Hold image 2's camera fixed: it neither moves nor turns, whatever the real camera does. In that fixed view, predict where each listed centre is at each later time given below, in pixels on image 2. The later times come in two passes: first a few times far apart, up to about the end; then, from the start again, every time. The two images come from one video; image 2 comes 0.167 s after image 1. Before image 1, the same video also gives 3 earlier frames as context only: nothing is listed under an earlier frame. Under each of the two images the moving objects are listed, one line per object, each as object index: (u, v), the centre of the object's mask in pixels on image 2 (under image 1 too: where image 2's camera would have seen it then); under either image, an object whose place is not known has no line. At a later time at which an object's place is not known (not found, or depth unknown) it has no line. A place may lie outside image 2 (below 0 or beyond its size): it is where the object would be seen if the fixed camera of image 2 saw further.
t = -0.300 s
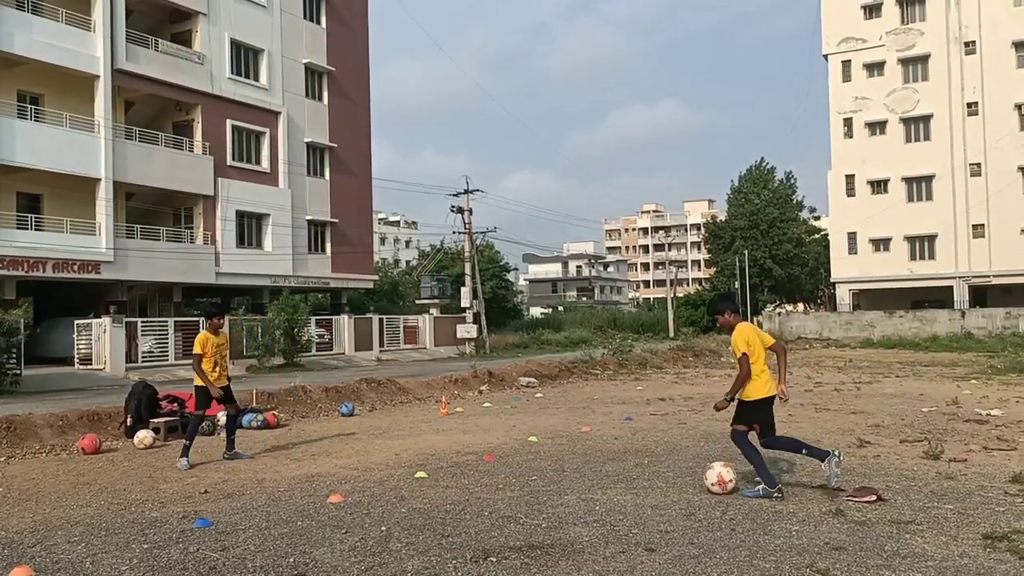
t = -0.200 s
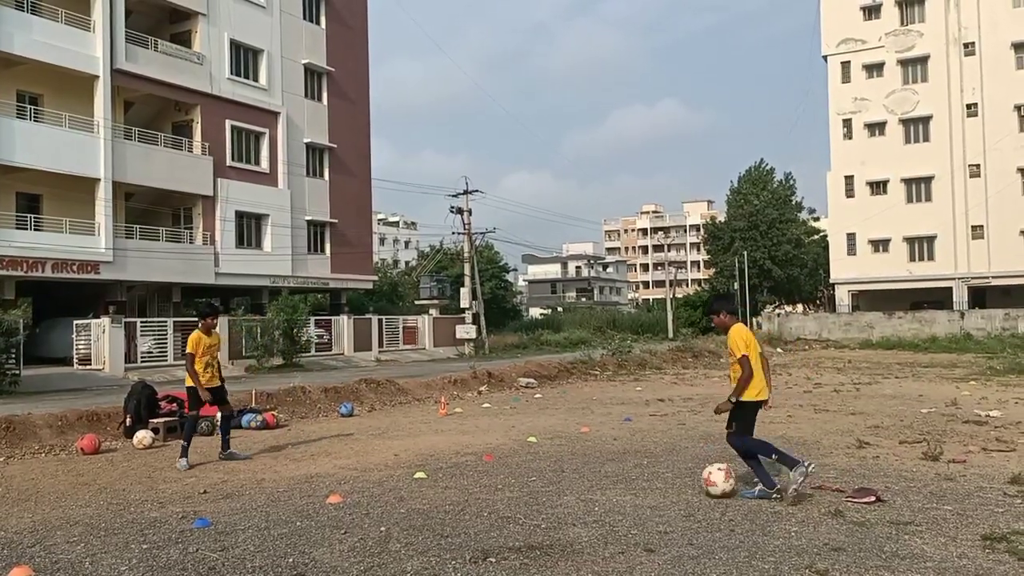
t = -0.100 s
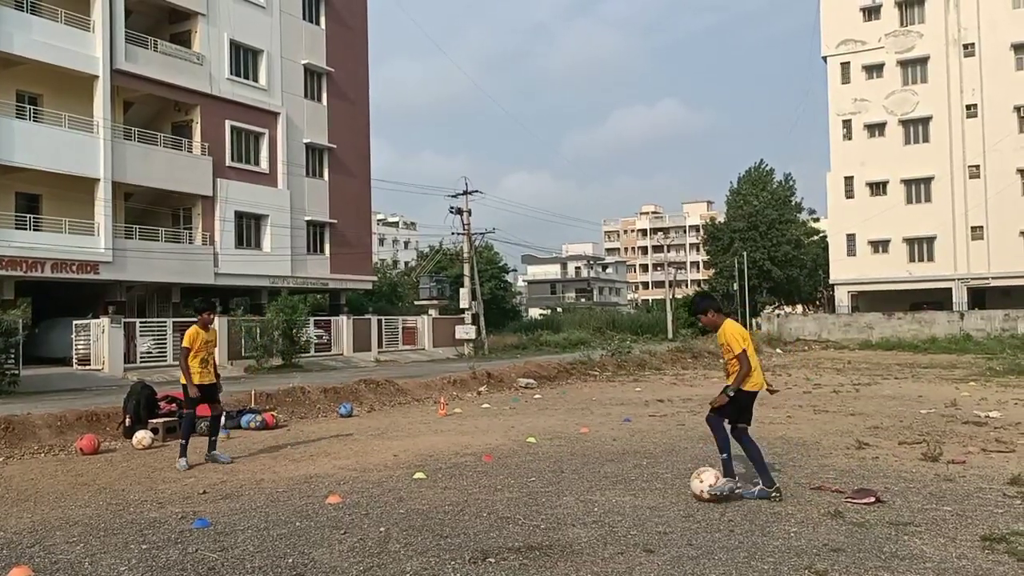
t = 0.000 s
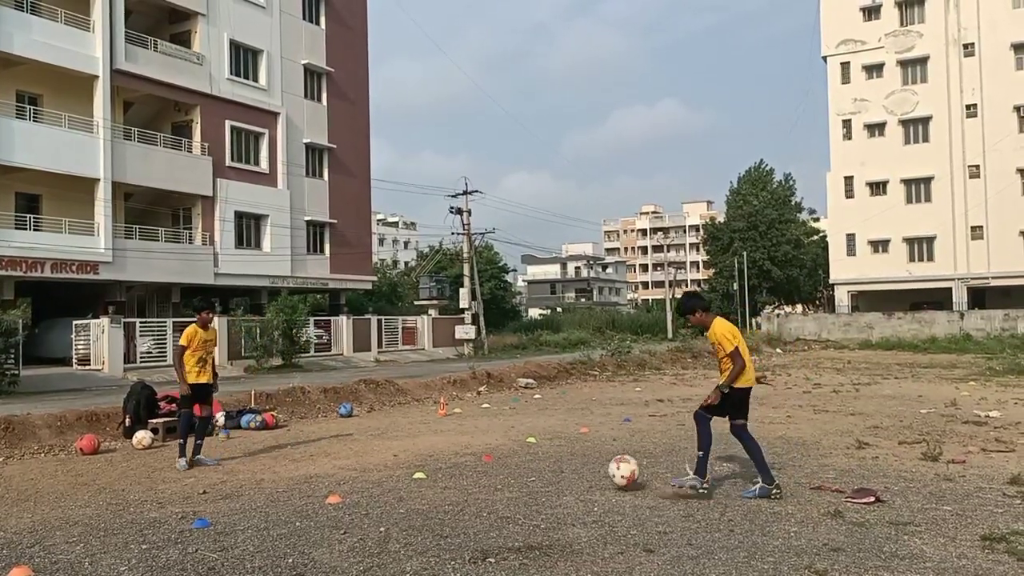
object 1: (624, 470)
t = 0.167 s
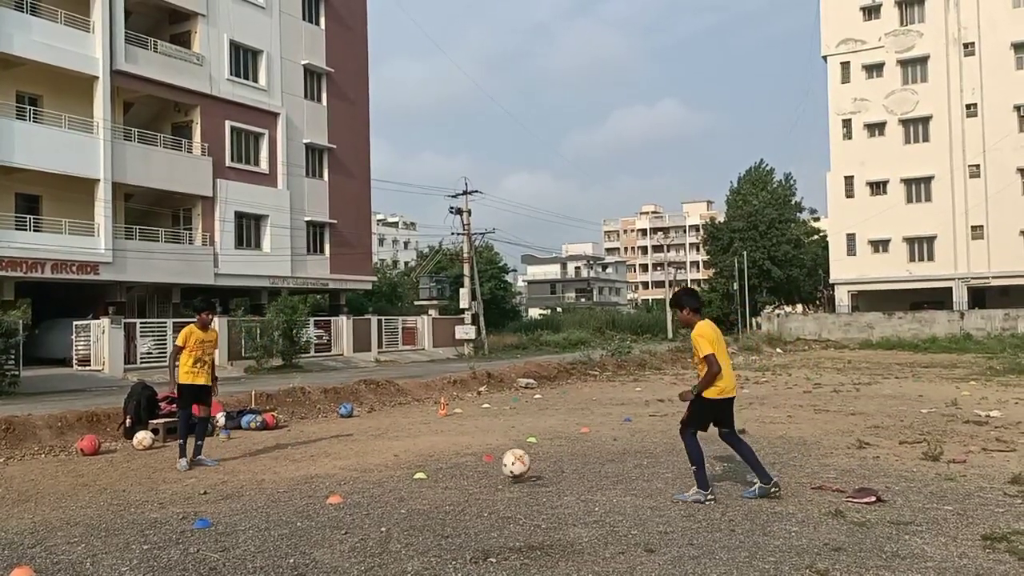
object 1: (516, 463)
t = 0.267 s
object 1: (467, 452)
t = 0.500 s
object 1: (369, 461)
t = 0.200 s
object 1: (499, 458)
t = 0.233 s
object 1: (483, 454)
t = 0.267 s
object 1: (467, 452)
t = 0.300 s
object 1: (451, 452)
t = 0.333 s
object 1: (436, 452)
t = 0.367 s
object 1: (422, 456)
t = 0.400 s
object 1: (408, 460)
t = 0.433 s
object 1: (394, 464)
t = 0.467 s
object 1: (382, 461)
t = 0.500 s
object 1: (369, 461)
